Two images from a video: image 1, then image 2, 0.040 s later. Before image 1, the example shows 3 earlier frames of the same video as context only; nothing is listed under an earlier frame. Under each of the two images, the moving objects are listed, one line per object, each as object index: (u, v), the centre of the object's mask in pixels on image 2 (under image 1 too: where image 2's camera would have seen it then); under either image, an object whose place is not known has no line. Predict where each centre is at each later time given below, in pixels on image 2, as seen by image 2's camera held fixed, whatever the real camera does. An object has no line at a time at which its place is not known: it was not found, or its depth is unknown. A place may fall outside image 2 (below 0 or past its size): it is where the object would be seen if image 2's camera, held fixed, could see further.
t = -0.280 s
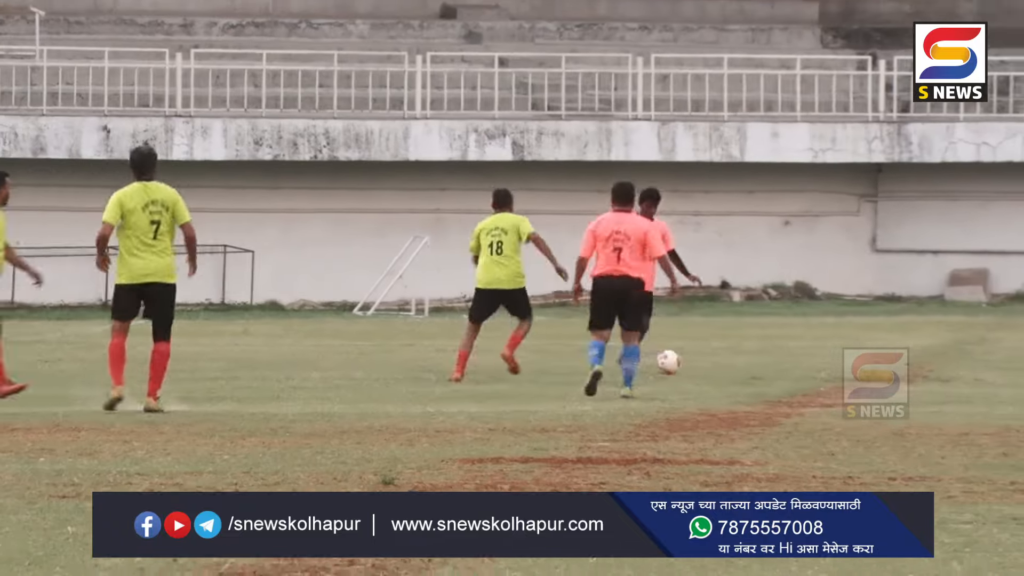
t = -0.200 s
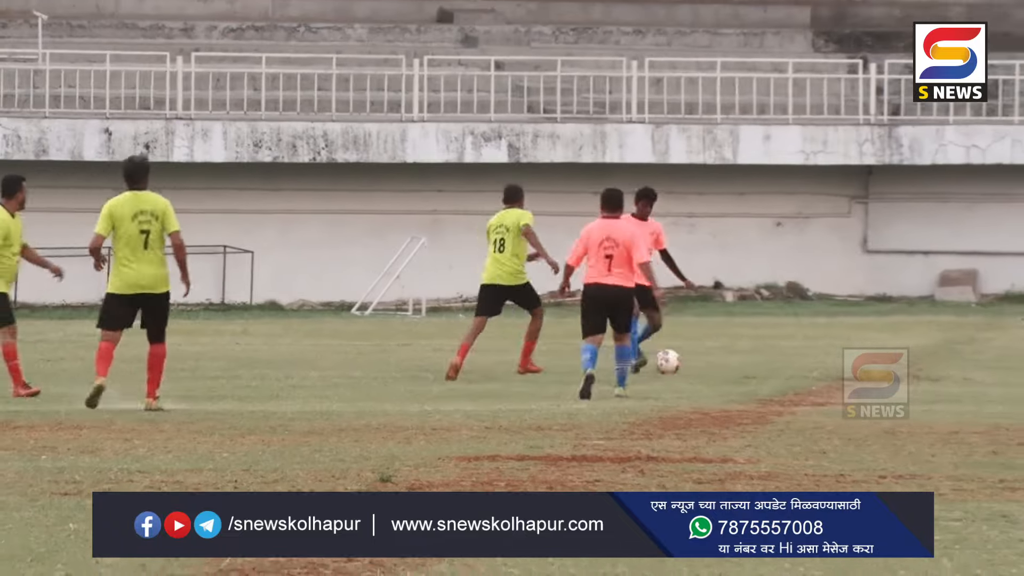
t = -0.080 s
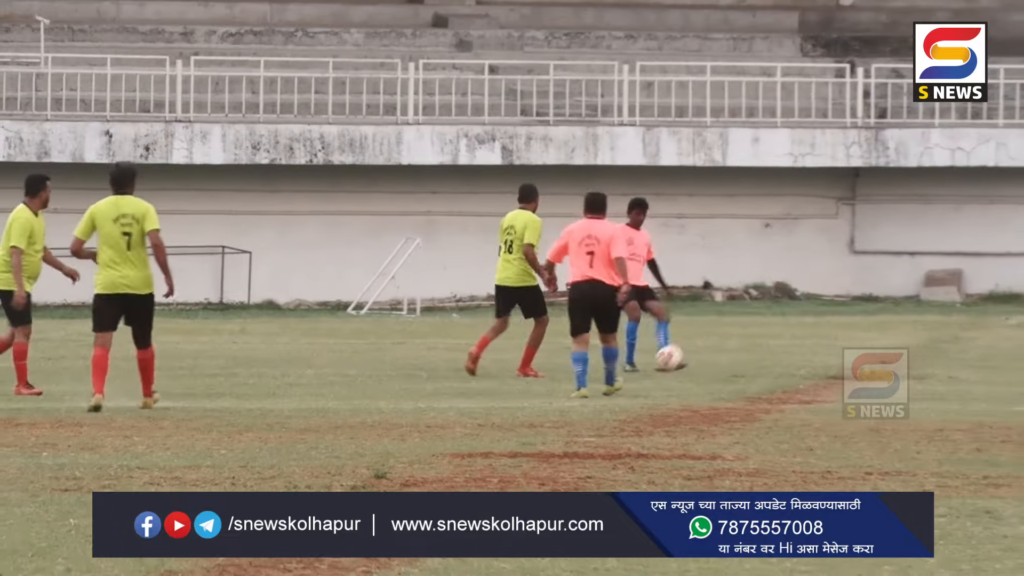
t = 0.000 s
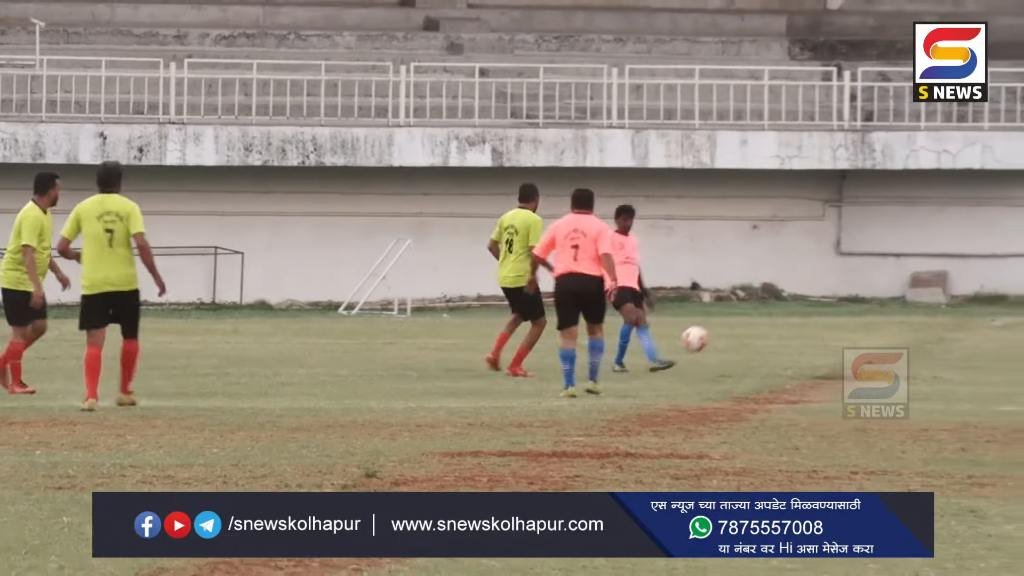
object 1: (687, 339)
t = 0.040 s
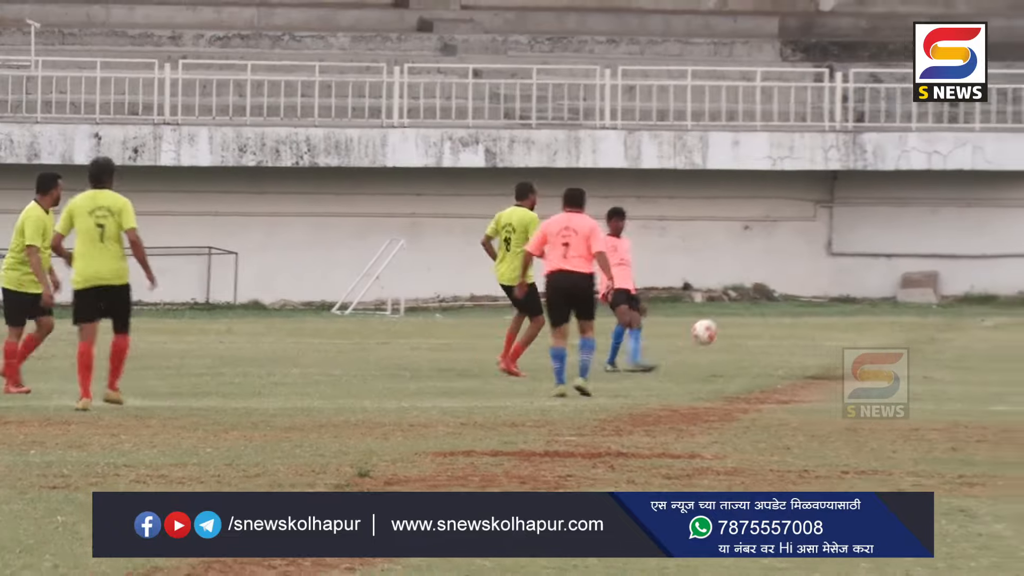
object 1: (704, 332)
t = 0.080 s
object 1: (722, 327)
